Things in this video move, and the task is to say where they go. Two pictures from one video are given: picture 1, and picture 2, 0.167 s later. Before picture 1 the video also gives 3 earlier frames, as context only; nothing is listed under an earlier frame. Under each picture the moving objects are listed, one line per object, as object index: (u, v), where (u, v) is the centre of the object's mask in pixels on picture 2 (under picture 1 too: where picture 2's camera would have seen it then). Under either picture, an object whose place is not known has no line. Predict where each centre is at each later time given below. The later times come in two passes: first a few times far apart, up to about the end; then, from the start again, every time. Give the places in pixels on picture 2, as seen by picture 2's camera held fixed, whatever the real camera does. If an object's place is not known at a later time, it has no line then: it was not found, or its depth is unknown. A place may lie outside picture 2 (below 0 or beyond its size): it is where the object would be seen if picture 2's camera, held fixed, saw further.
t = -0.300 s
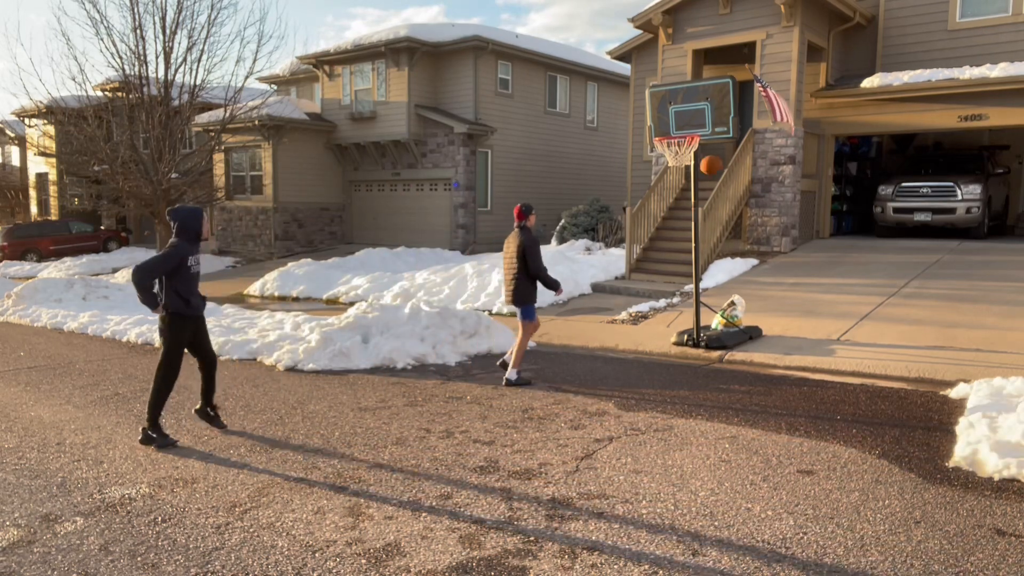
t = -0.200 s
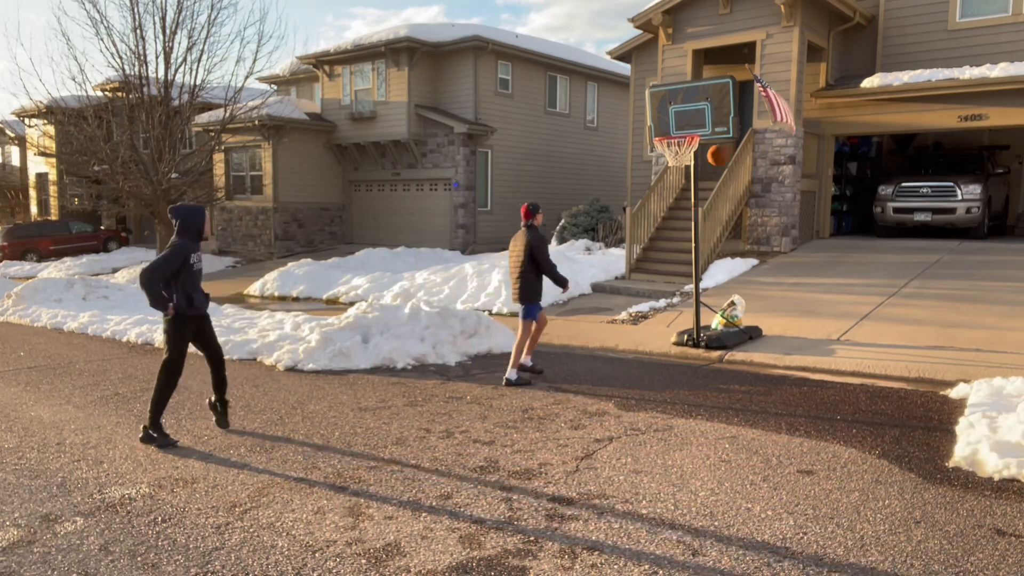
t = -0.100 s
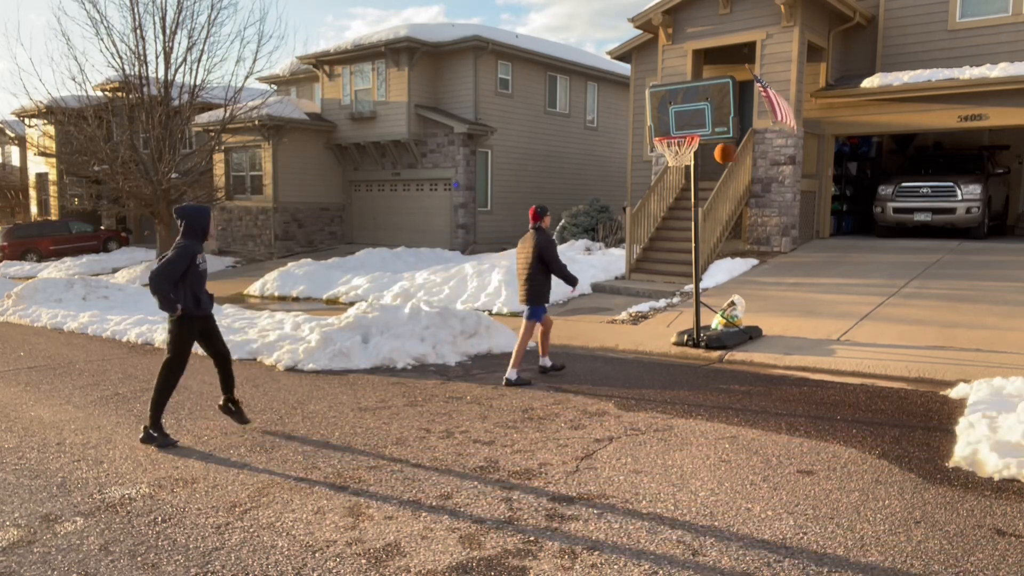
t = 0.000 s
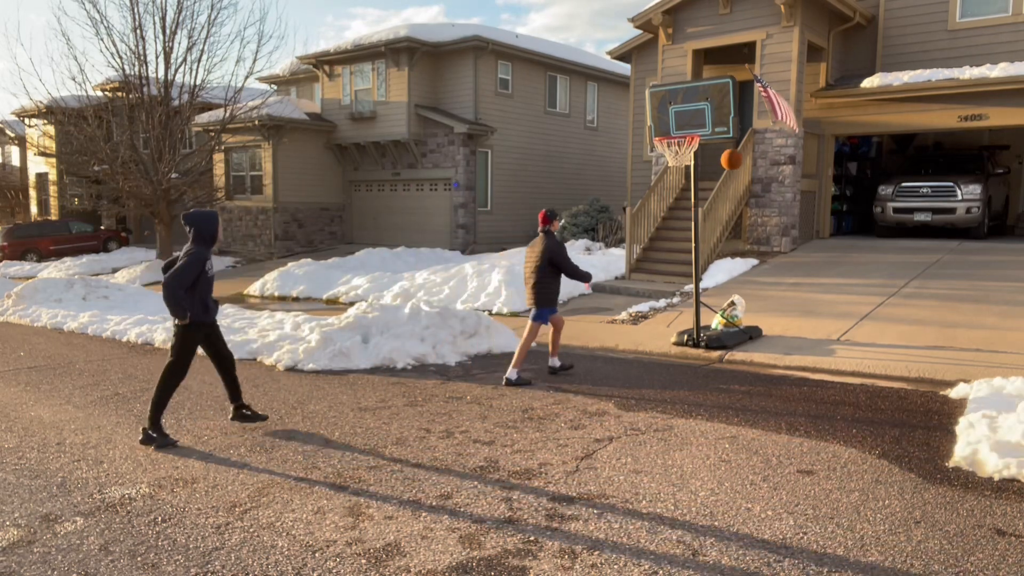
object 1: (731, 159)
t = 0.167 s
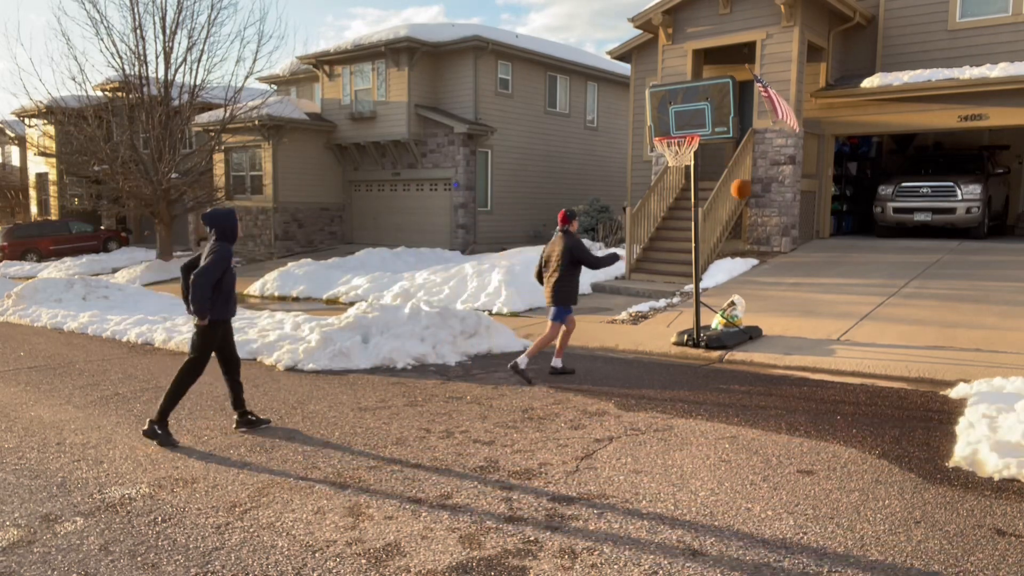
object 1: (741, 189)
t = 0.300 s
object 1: (749, 228)
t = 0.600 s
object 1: (774, 301)
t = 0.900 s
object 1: (837, 253)
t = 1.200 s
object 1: (900, 278)
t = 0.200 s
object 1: (743, 197)
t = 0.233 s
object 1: (745, 207)
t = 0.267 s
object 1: (747, 217)
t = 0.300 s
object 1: (749, 228)
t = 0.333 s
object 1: (750, 240)
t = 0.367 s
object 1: (752, 252)
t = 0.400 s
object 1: (754, 266)
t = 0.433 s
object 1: (754, 280)
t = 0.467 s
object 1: (756, 295)
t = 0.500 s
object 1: (758, 311)
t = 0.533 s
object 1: (760, 321)
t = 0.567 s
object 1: (767, 310)
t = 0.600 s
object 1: (774, 301)
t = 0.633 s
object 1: (781, 292)
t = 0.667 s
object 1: (788, 284)
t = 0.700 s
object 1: (795, 277)
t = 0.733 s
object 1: (802, 271)
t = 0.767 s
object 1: (808, 266)
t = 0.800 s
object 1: (815, 261)
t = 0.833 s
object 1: (823, 257)
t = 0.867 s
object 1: (830, 255)
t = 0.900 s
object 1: (837, 253)
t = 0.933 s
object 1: (844, 252)
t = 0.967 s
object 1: (850, 252)
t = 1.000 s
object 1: (858, 253)
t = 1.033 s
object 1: (865, 255)
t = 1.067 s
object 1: (872, 258)
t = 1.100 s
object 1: (879, 261)
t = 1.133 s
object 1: (886, 266)
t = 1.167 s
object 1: (892, 271)
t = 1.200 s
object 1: (900, 278)
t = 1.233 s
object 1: (906, 286)
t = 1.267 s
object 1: (913, 294)
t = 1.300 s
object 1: (920, 304)
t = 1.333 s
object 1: (926, 315)
